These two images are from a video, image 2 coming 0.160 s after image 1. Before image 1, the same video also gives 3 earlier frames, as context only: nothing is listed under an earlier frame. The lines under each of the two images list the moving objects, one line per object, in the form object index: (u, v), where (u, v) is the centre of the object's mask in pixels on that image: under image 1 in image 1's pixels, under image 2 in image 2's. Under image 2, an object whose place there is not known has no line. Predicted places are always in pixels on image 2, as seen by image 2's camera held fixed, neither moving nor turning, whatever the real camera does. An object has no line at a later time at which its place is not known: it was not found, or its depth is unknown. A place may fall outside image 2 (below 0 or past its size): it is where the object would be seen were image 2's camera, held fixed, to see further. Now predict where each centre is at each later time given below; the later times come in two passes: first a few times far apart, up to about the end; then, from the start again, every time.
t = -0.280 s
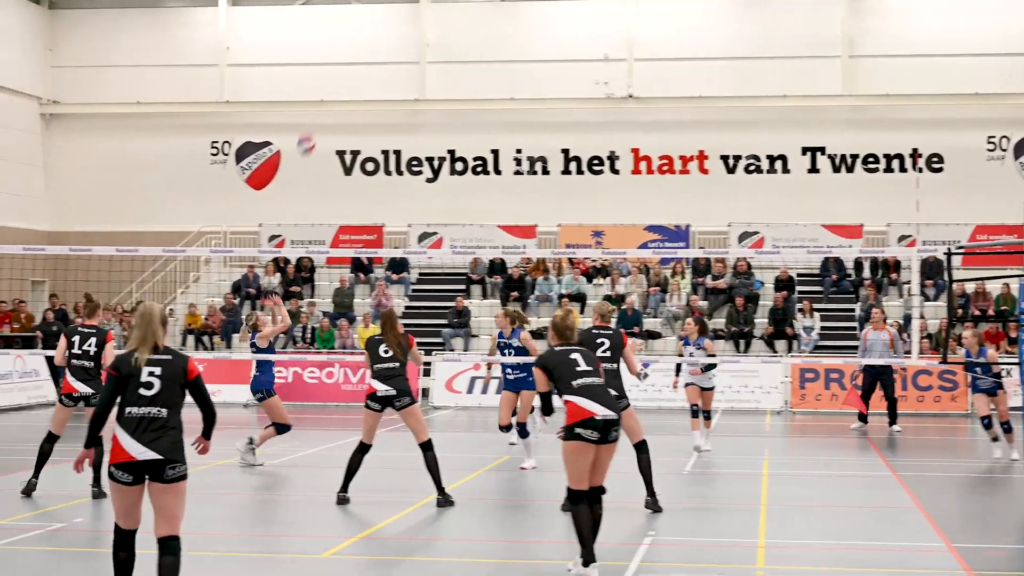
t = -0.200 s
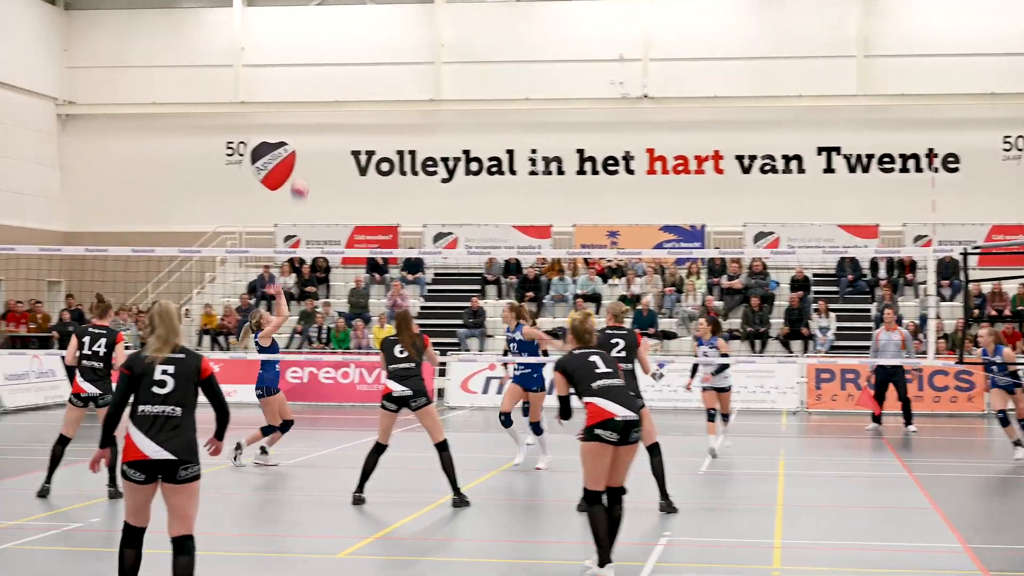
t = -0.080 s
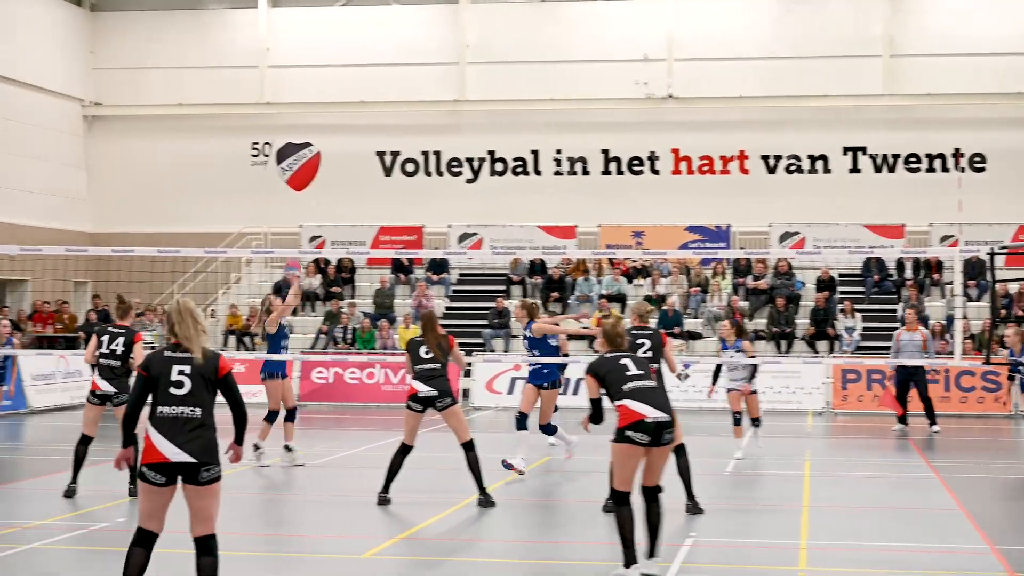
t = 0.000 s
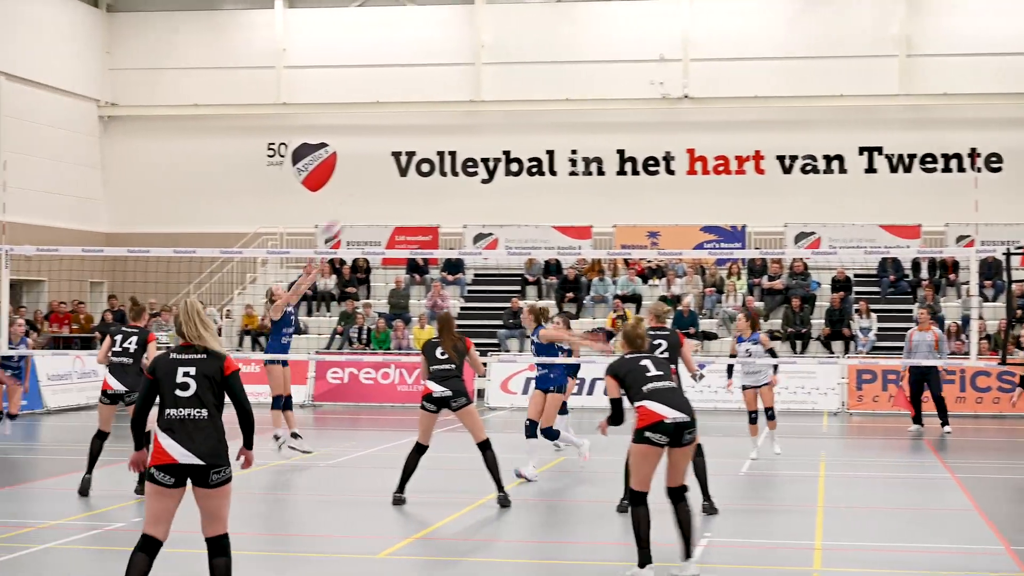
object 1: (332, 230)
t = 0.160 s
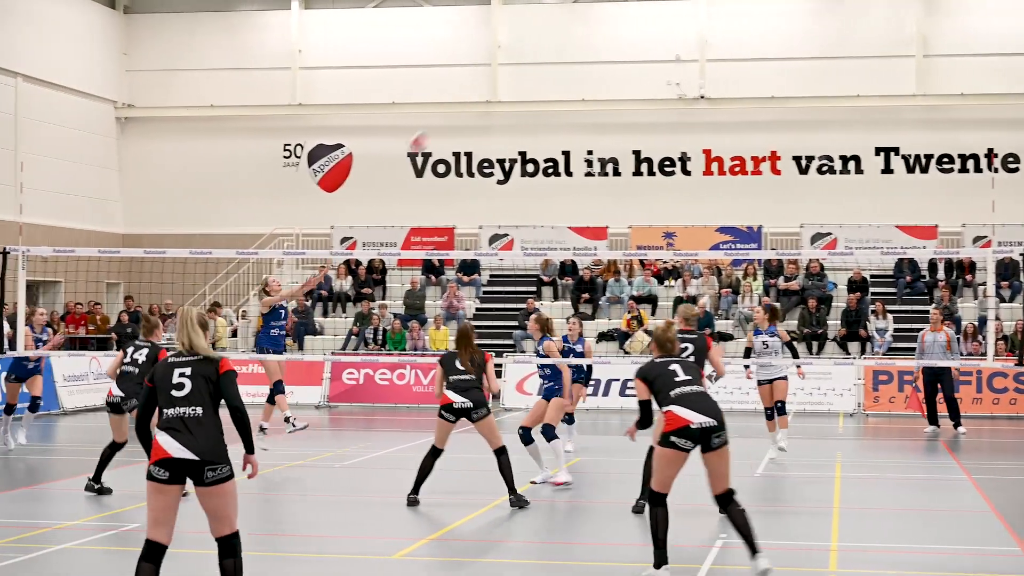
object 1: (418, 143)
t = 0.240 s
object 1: (452, 109)
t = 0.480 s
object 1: (555, 39)
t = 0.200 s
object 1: (435, 126)
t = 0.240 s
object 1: (452, 109)
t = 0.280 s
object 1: (470, 94)
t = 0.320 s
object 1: (487, 79)
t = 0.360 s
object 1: (505, 67)
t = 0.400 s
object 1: (521, 57)
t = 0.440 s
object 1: (539, 47)
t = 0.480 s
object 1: (555, 39)
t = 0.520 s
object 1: (573, 32)
